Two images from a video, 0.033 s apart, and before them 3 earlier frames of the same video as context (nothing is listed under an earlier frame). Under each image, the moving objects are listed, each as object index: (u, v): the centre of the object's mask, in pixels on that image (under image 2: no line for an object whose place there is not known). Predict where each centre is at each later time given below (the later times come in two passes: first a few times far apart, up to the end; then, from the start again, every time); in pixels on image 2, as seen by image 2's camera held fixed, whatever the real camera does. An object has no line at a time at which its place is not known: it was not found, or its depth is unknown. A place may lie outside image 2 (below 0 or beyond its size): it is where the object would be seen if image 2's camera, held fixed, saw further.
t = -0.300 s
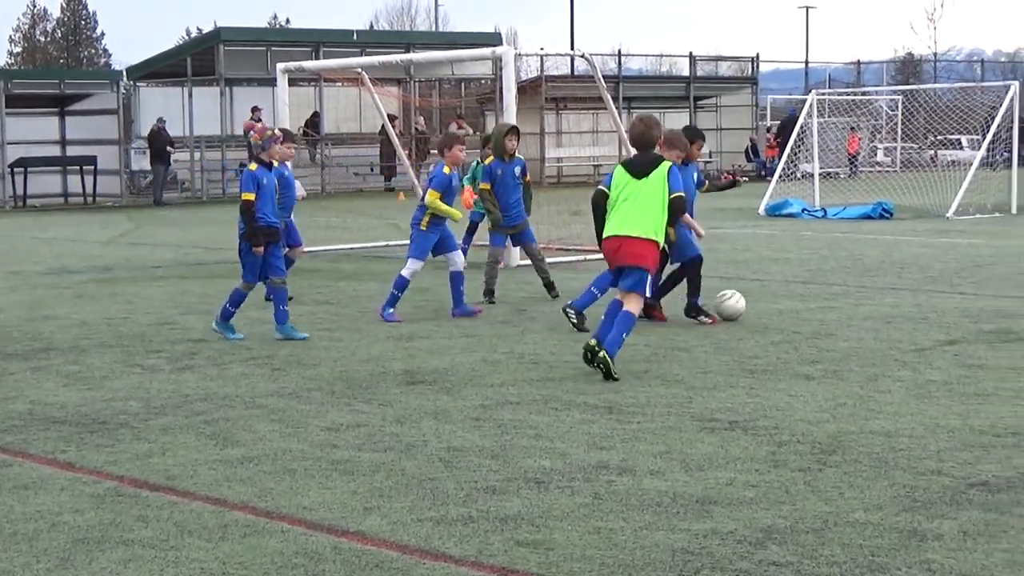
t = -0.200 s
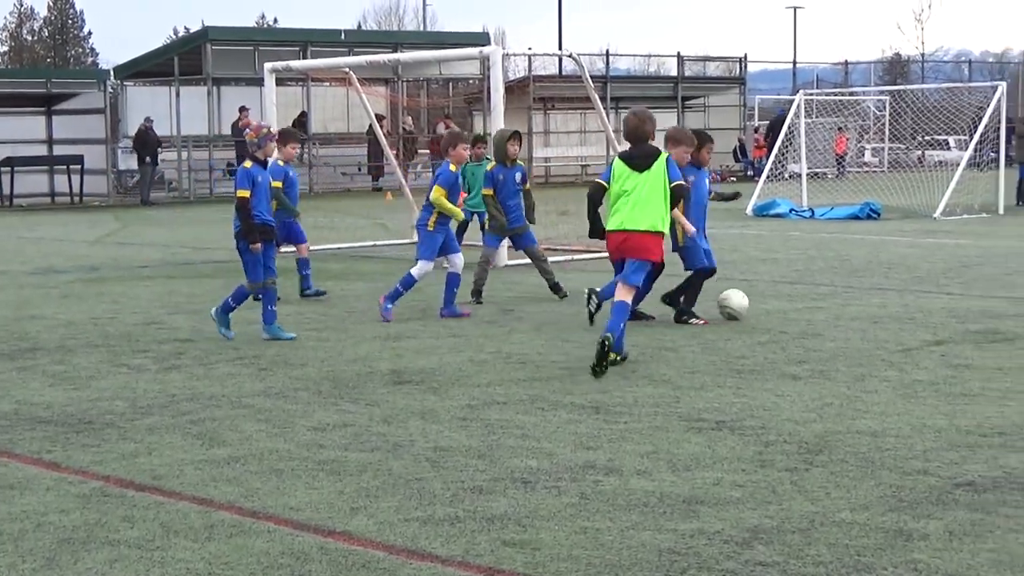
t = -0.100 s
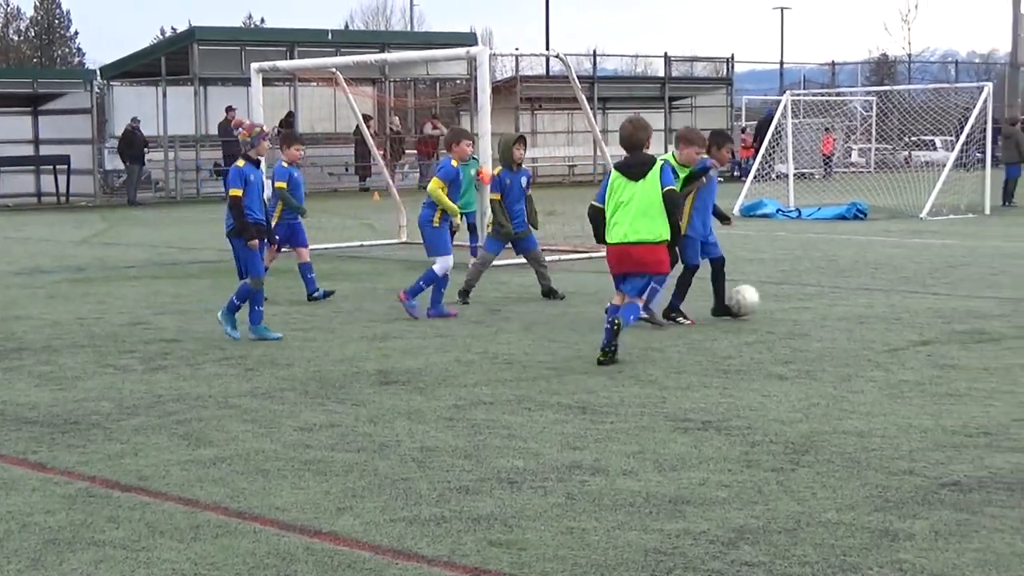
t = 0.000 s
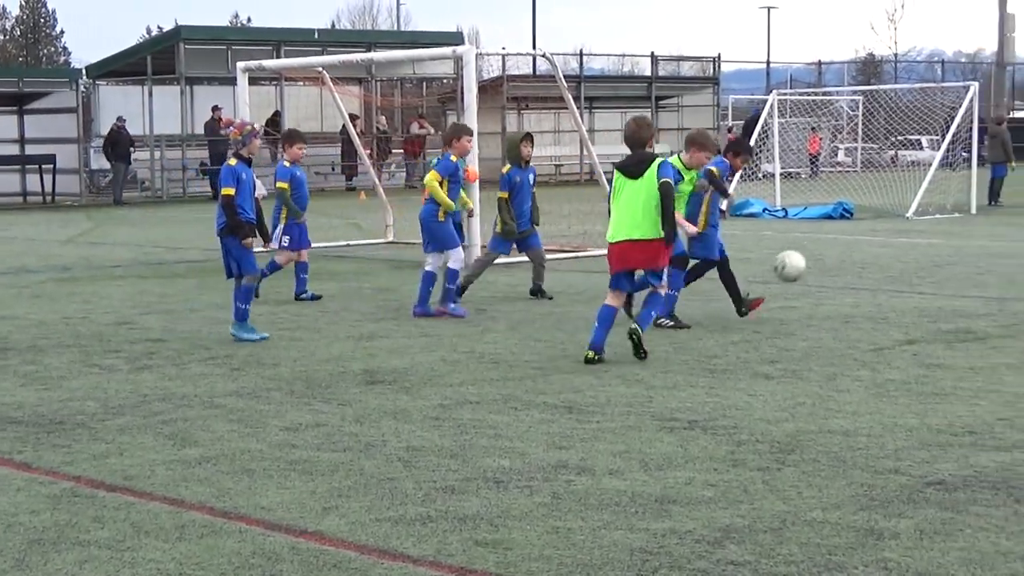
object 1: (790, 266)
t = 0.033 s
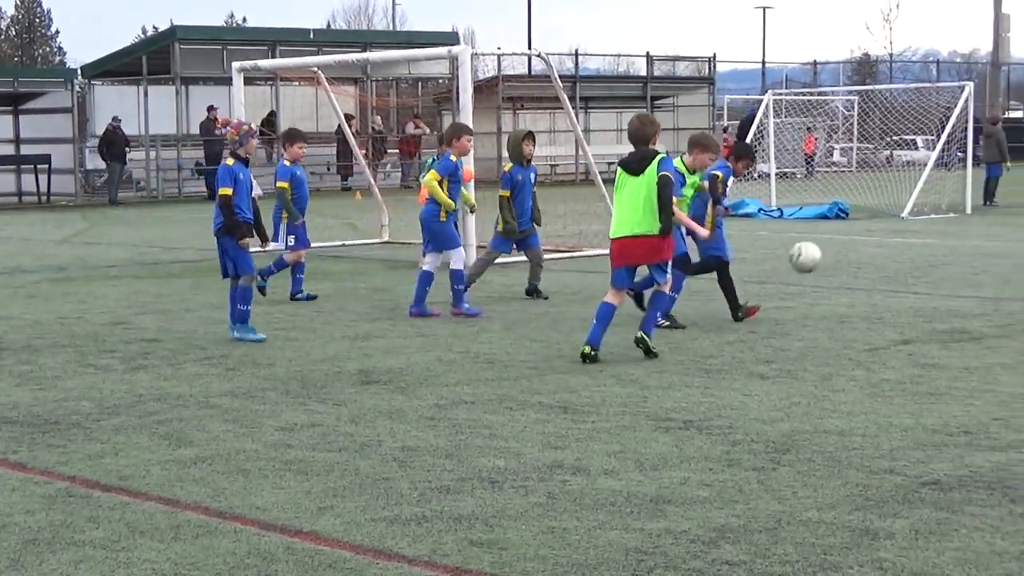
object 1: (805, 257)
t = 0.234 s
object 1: (923, 237)
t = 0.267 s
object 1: (943, 240)
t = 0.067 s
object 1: (824, 249)
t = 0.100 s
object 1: (844, 244)
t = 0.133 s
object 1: (864, 240)
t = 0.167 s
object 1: (883, 237)
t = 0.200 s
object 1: (904, 236)
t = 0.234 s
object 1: (923, 237)
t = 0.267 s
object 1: (943, 240)
